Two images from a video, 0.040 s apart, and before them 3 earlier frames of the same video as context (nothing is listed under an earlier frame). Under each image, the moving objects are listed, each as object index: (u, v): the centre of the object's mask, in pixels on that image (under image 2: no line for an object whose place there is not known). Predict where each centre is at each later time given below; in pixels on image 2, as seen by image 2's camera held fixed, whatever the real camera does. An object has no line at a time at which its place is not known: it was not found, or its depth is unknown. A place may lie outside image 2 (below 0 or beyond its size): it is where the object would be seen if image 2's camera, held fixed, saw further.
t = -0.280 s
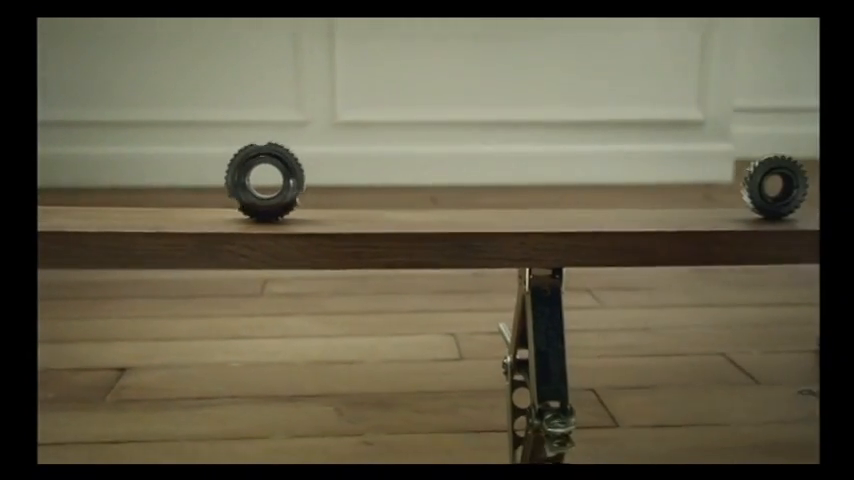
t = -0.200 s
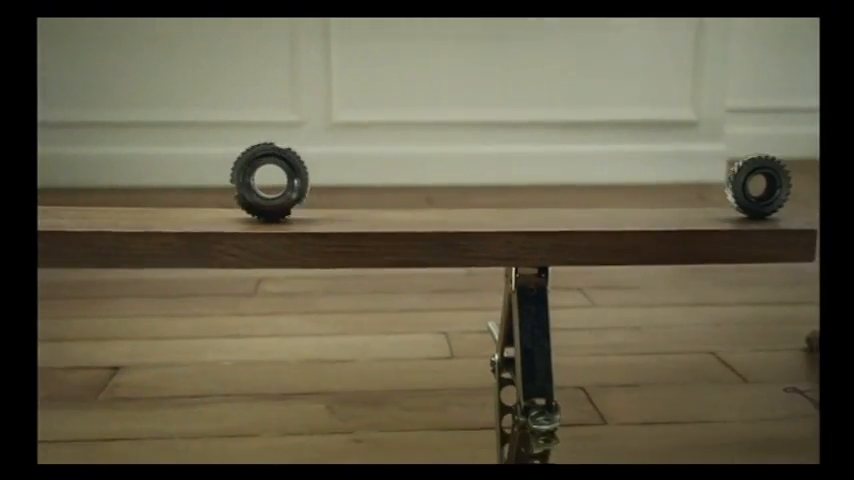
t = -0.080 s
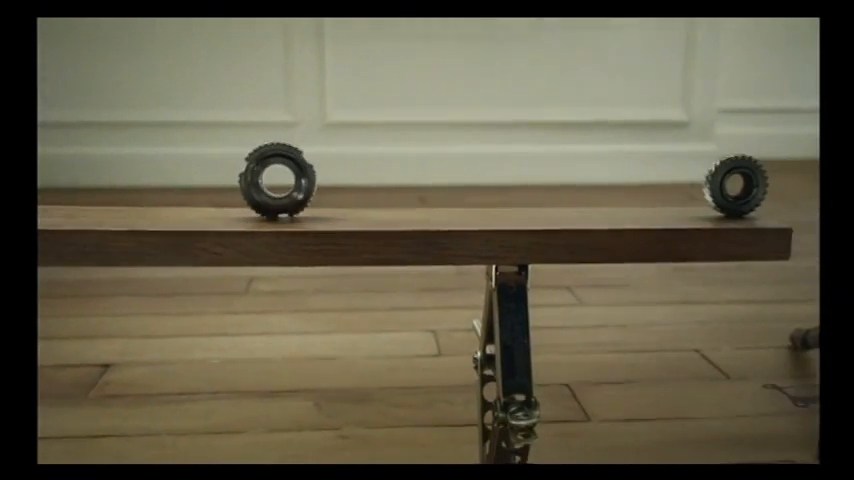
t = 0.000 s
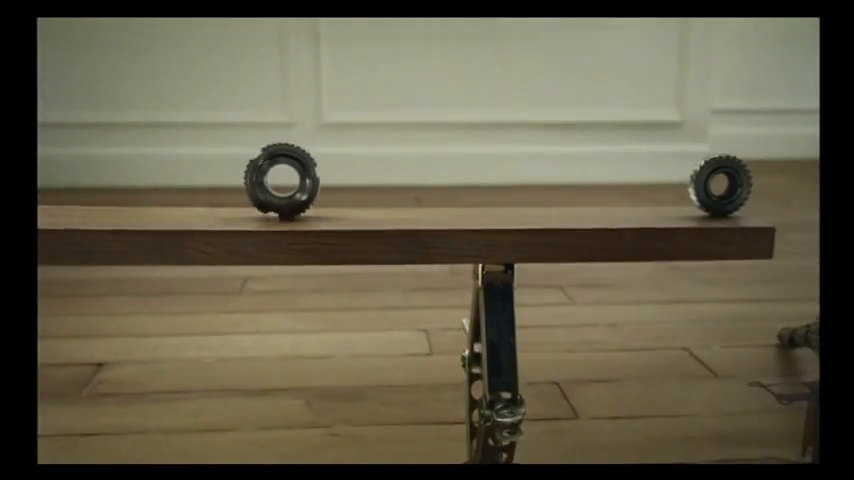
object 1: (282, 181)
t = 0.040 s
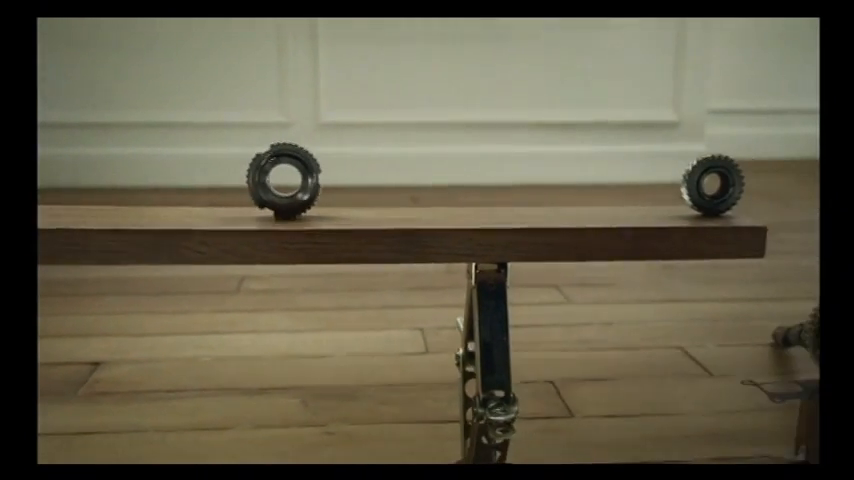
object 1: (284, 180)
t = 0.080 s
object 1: (291, 180)
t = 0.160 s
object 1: (307, 180)
